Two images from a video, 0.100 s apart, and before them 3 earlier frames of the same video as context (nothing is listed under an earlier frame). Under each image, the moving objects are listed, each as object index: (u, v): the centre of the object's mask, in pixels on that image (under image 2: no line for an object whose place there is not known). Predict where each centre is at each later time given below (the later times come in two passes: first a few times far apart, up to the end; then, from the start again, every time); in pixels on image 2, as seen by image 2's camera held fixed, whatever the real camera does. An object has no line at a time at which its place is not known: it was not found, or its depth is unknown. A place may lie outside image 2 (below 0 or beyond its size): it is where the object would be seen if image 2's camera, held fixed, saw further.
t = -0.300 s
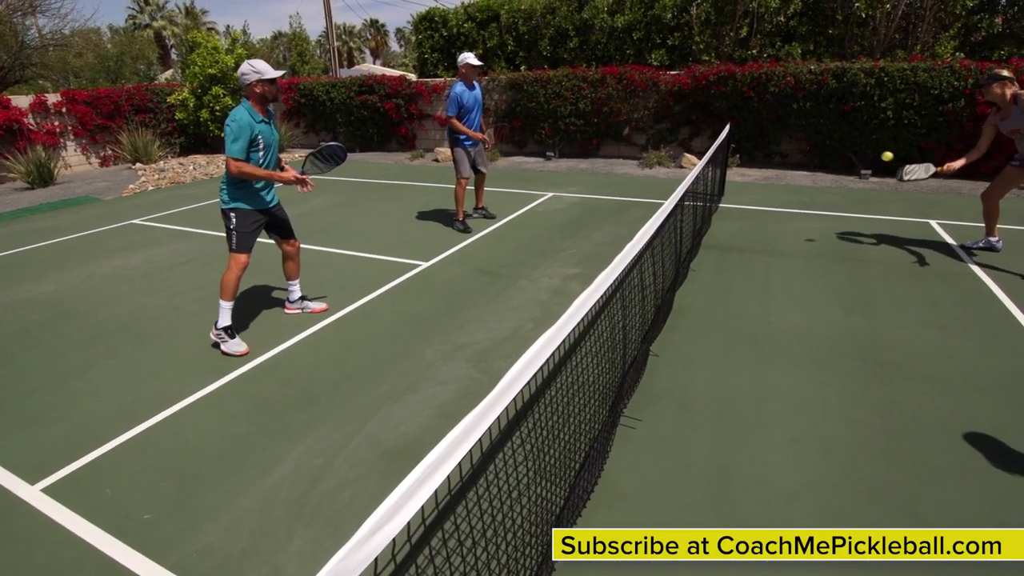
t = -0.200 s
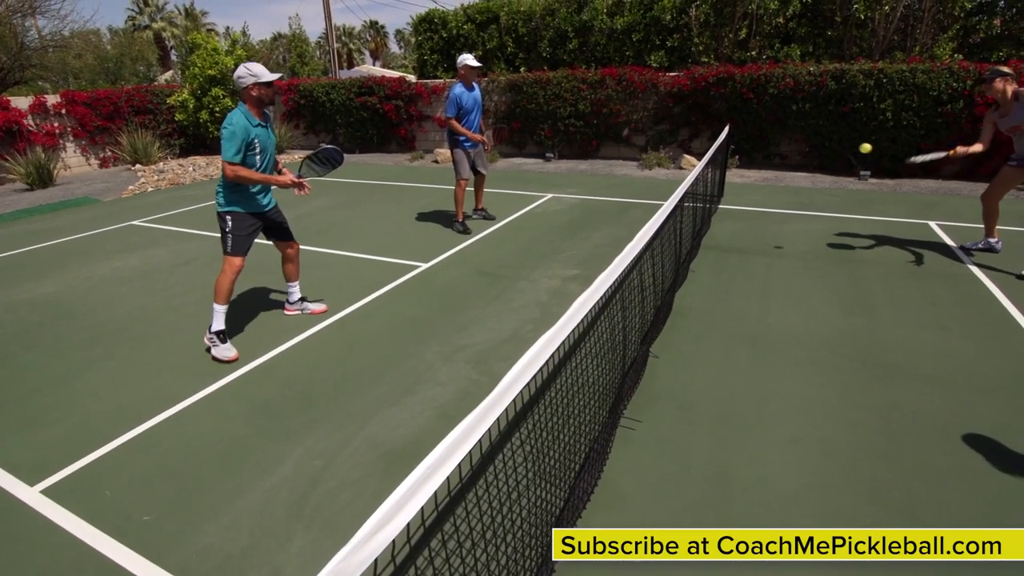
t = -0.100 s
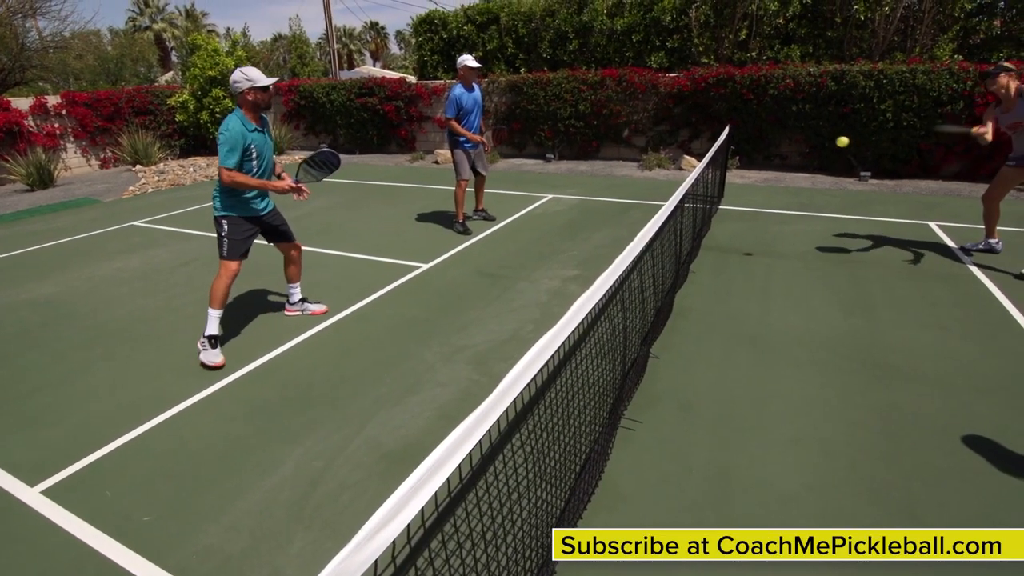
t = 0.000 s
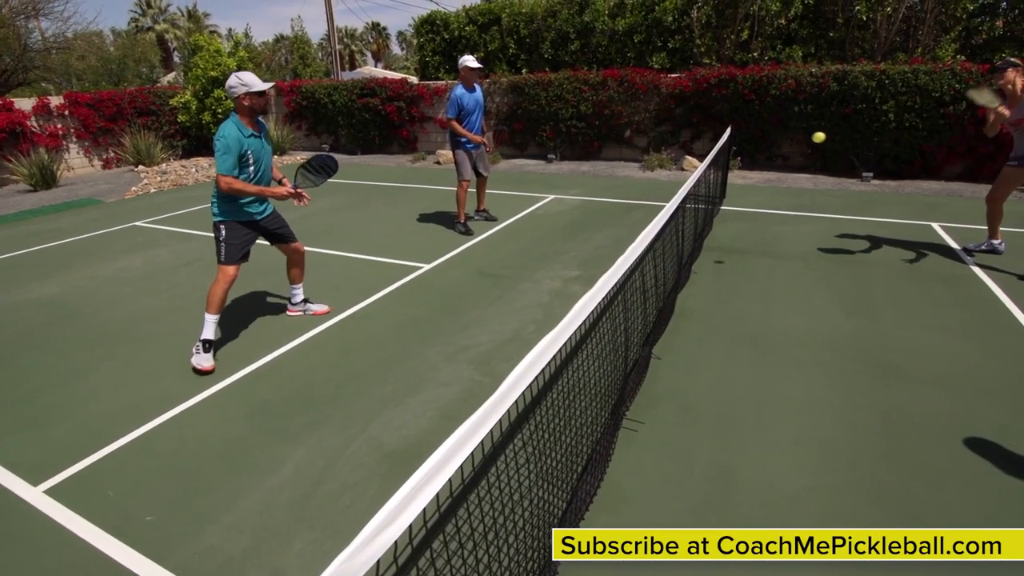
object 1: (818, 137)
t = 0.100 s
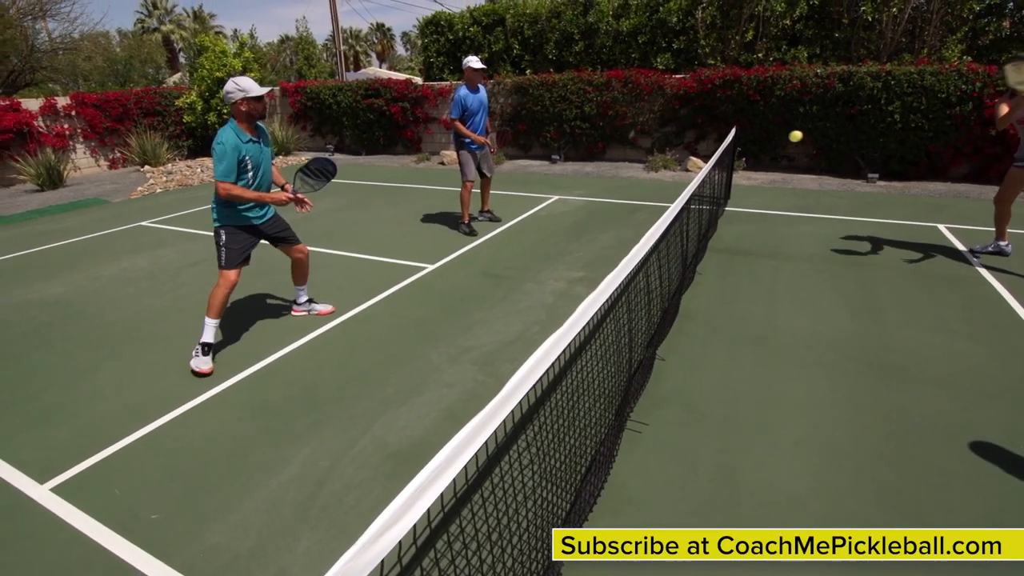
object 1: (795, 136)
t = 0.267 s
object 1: (743, 140)
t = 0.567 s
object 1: (630, 179)
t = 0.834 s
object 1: (512, 253)
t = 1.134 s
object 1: (368, 381)
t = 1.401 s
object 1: (273, 406)
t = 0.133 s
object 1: (785, 136)
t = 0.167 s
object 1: (775, 136)
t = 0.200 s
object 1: (765, 137)
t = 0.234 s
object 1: (754, 139)
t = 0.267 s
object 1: (743, 140)
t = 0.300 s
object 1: (732, 143)
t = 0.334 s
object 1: (719, 145)
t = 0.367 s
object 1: (708, 148)
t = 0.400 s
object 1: (696, 152)
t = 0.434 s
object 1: (683, 156)
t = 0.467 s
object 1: (670, 161)
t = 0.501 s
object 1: (657, 166)
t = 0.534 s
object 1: (644, 172)
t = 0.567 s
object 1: (630, 179)
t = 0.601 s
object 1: (616, 186)
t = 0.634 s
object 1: (602, 193)
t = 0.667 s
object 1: (587, 202)
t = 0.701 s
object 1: (573, 211)
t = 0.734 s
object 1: (558, 220)
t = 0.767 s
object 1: (543, 230)
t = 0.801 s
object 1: (527, 241)
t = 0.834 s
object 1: (512, 253)
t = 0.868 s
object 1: (496, 265)
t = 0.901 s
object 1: (480, 278)
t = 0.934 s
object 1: (464, 291)
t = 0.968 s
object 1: (448, 305)
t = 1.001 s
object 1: (432, 319)
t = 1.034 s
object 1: (416, 334)
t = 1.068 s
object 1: (400, 349)
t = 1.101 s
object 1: (384, 365)
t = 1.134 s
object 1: (368, 381)
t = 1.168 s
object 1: (352, 398)
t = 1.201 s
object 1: (337, 415)
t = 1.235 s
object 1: (322, 431)
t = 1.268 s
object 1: (312, 427)
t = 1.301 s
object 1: (302, 422)
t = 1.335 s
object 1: (293, 416)
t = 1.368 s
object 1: (283, 411)
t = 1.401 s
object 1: (273, 406)
